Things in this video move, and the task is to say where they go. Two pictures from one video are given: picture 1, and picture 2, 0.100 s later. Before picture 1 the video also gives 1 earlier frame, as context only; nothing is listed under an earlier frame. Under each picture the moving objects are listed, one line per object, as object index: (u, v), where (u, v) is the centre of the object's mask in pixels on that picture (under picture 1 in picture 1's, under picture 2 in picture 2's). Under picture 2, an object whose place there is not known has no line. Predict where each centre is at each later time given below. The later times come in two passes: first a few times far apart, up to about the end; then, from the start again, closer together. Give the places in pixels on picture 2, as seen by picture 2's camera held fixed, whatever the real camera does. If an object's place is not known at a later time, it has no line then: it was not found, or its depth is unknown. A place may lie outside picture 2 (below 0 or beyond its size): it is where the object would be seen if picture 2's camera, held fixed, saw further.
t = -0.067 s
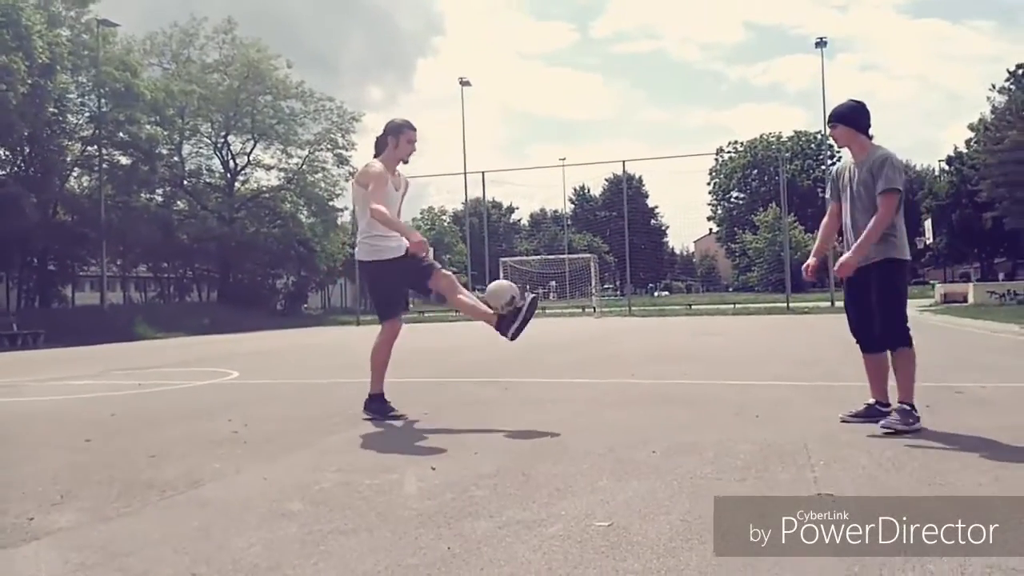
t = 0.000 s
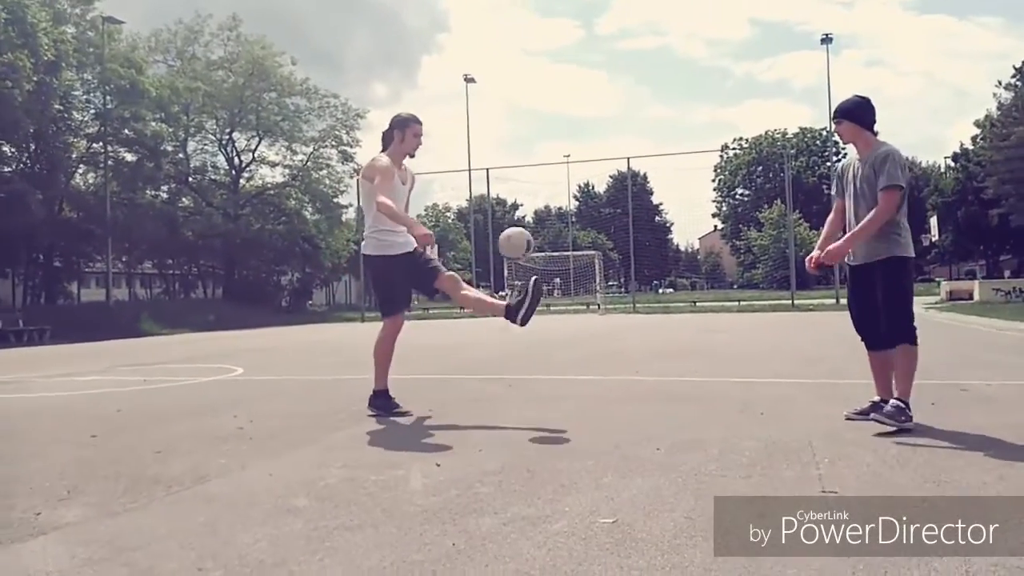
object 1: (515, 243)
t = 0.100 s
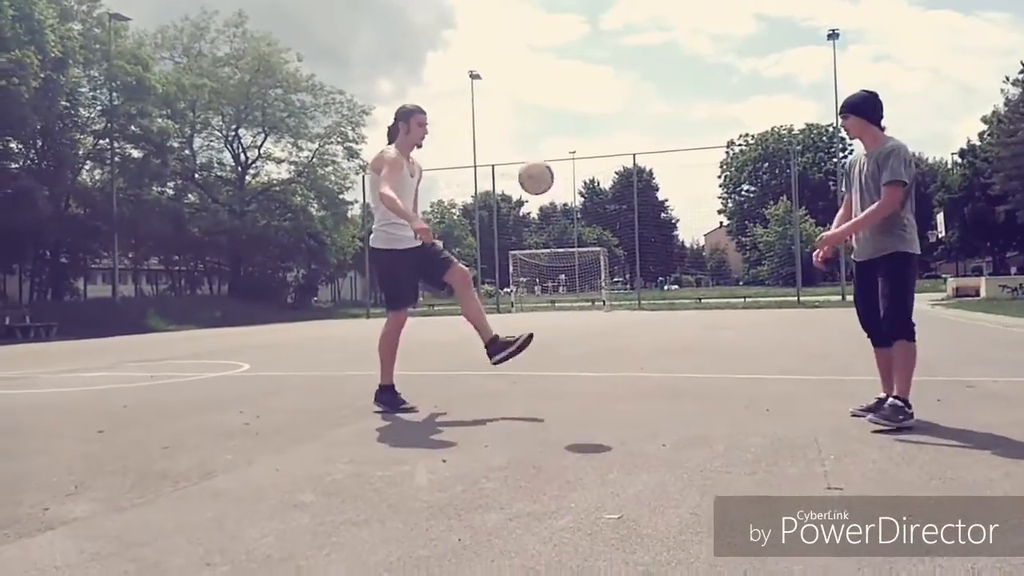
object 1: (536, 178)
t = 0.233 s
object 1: (557, 115)
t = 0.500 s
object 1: (607, 79)
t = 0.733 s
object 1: (658, 166)
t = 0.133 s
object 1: (541, 160)
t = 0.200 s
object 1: (551, 128)
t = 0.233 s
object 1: (557, 115)
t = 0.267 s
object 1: (562, 104)
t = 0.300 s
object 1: (569, 95)
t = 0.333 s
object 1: (576, 87)
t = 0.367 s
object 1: (583, 82)
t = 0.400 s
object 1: (589, 77)
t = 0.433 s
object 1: (594, 76)
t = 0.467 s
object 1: (600, 76)
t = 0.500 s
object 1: (607, 79)
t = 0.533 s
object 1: (615, 84)
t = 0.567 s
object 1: (622, 91)
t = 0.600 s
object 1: (629, 101)
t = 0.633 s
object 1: (636, 113)
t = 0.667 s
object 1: (643, 128)
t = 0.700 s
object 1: (651, 145)
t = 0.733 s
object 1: (658, 166)
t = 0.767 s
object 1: (666, 189)
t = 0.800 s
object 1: (674, 214)
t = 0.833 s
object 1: (681, 242)
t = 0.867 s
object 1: (689, 271)
